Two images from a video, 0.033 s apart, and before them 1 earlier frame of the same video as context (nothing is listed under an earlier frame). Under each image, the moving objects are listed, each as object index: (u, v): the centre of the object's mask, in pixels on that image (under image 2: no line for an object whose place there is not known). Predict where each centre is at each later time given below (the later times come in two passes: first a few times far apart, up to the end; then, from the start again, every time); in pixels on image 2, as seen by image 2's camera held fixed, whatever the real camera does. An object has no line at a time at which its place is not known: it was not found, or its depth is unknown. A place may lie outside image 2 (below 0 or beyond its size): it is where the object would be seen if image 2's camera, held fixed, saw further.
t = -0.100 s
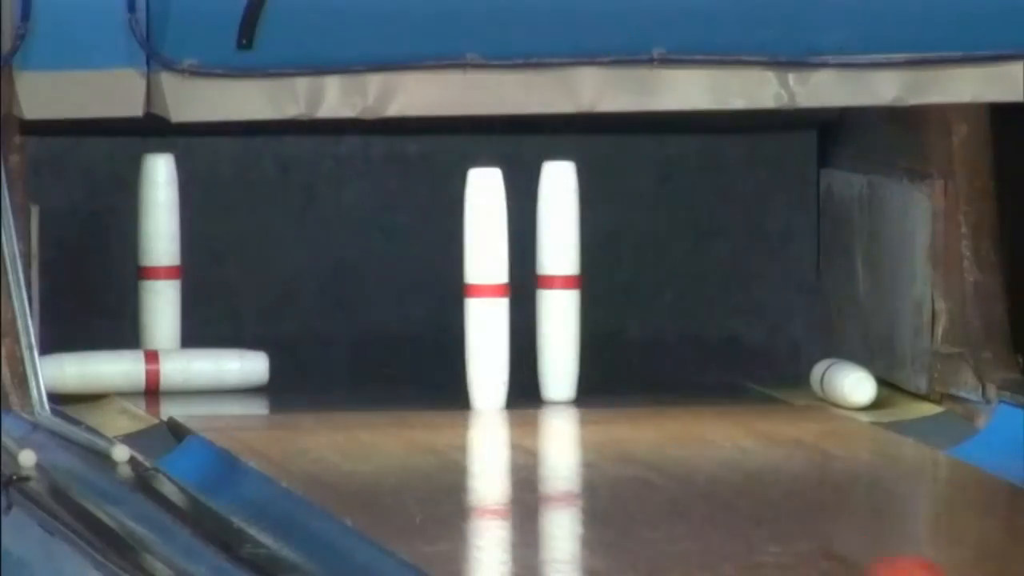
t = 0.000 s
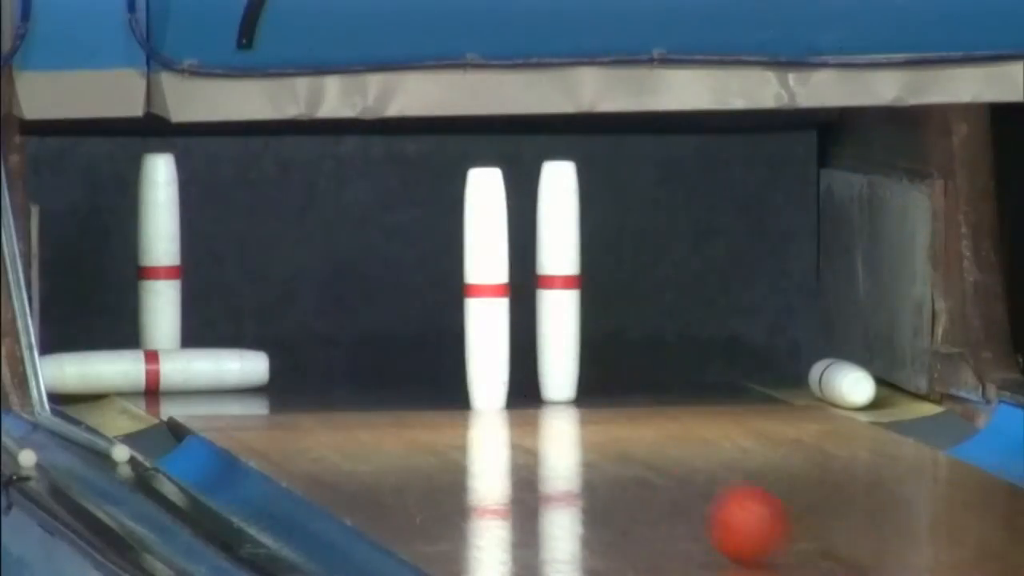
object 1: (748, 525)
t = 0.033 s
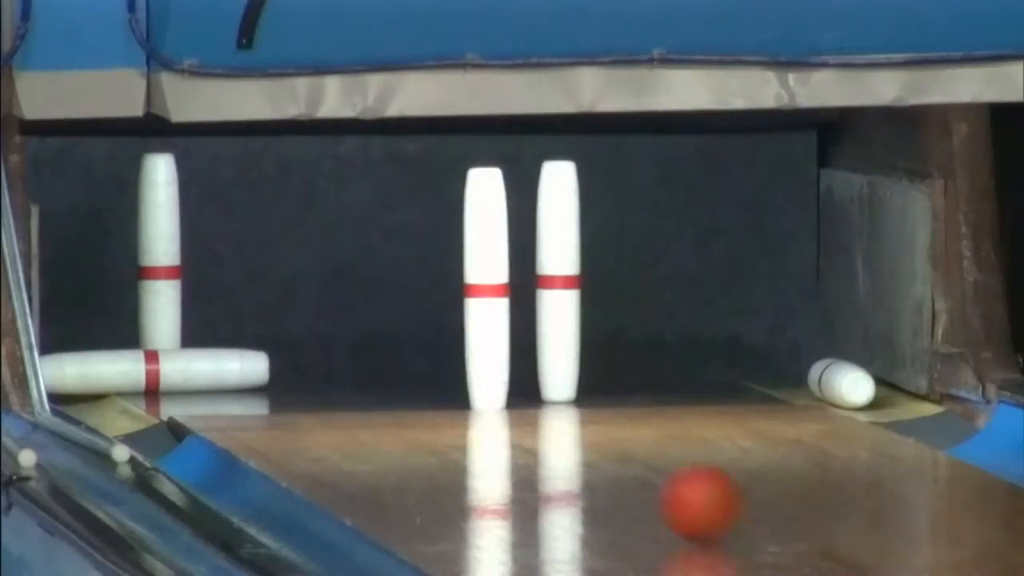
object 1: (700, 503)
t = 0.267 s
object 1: (413, 376)
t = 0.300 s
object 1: (376, 364)
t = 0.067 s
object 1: (654, 483)
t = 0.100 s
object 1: (611, 463)
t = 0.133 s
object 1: (567, 443)
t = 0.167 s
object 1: (524, 423)
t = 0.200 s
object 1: (484, 406)
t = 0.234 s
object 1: (444, 389)
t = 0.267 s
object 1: (413, 376)
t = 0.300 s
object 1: (376, 364)
